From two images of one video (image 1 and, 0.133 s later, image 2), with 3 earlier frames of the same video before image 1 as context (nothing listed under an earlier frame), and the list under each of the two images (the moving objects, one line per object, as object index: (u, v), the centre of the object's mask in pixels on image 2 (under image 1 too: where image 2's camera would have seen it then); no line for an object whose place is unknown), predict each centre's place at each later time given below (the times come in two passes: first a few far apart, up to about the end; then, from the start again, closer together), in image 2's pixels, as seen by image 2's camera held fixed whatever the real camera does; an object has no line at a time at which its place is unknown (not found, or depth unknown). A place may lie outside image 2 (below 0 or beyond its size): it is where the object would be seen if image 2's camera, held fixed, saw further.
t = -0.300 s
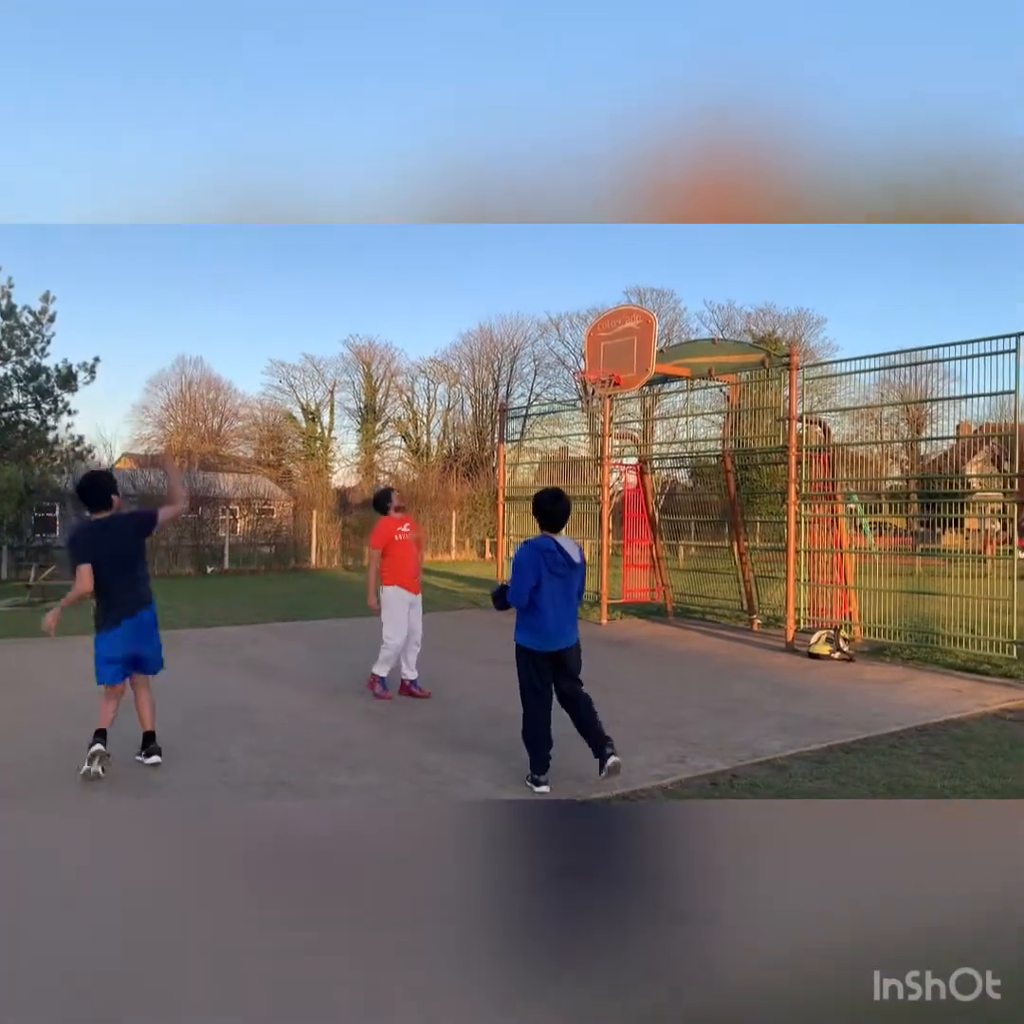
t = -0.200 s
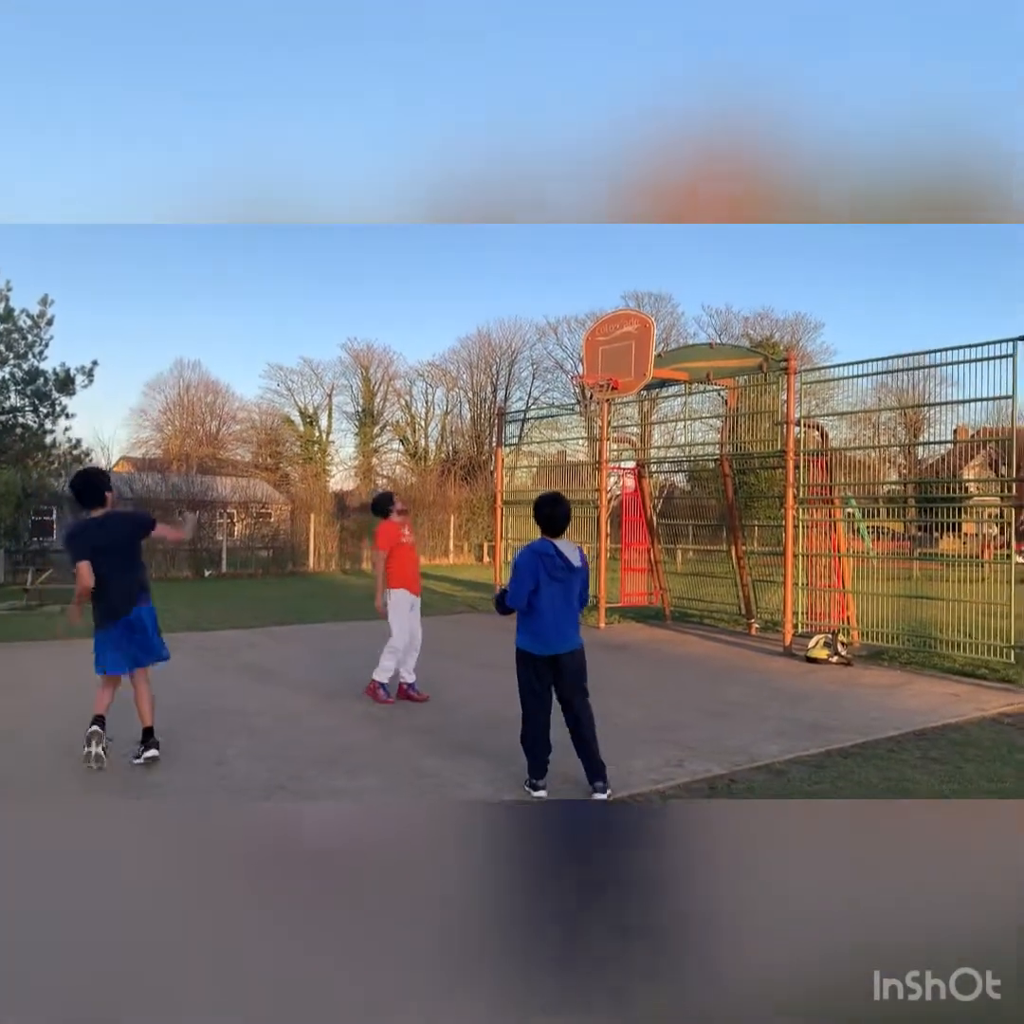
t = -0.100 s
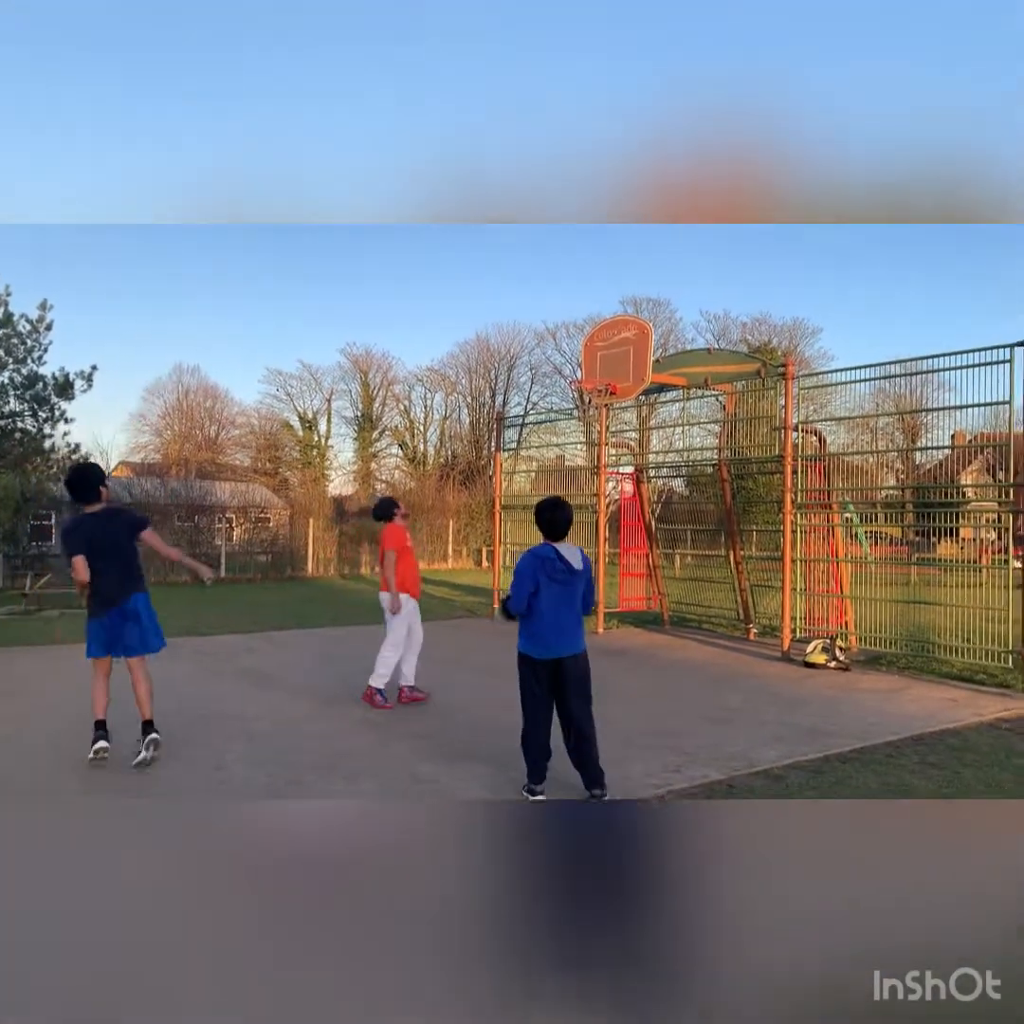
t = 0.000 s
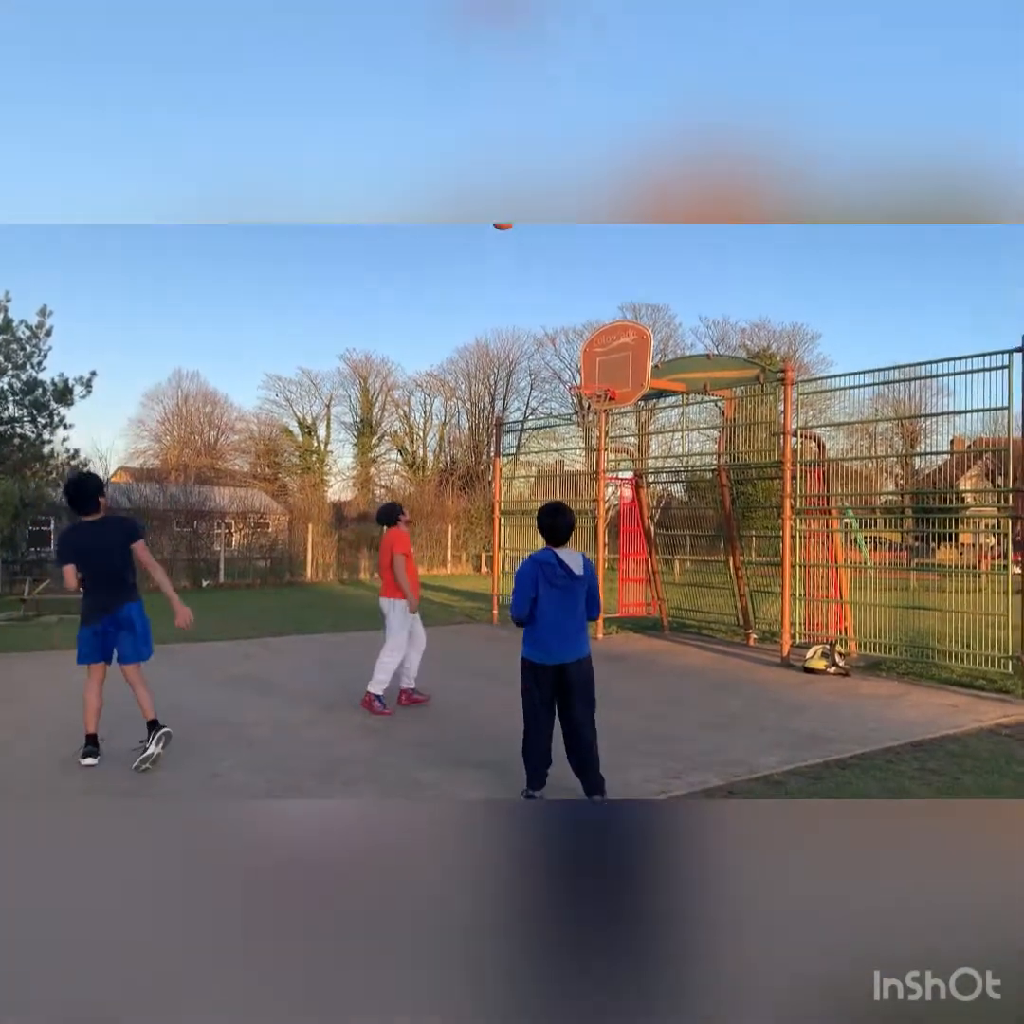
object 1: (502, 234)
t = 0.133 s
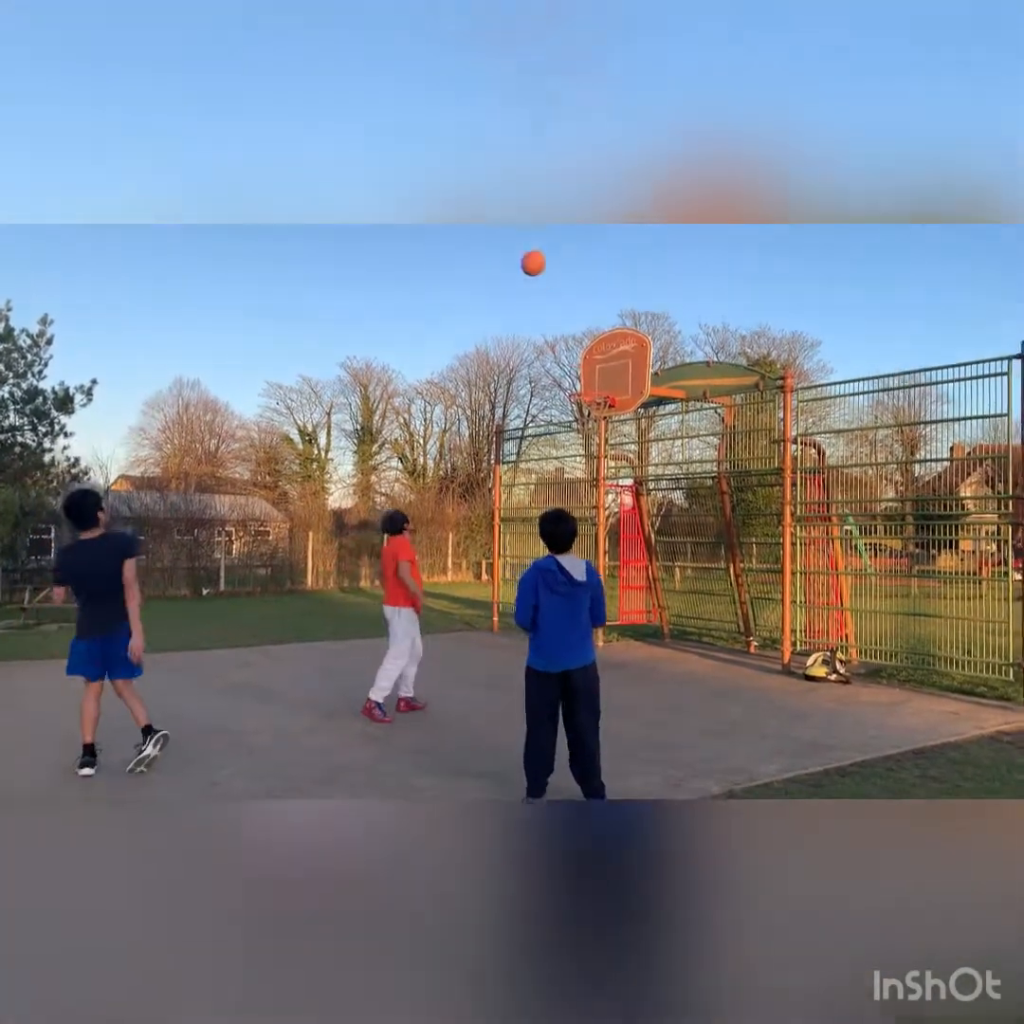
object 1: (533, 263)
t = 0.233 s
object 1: (552, 300)
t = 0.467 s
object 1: (587, 387)
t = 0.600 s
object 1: (599, 377)
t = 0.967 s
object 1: (550, 364)
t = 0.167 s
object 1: (540, 275)
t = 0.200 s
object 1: (546, 287)
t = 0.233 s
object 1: (552, 300)
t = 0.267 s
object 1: (558, 314)
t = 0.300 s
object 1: (564, 328)
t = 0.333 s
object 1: (569, 342)
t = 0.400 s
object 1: (580, 373)
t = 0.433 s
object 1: (586, 387)
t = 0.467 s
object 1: (587, 387)
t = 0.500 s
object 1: (593, 385)
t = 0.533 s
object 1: (596, 384)
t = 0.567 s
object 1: (599, 382)
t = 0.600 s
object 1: (599, 377)
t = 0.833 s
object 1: (568, 355)
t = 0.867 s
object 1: (563, 356)
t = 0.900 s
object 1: (559, 358)
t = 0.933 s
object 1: (554, 361)
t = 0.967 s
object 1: (550, 364)
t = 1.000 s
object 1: (548, 366)
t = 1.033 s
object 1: (542, 373)
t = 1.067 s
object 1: (538, 378)
